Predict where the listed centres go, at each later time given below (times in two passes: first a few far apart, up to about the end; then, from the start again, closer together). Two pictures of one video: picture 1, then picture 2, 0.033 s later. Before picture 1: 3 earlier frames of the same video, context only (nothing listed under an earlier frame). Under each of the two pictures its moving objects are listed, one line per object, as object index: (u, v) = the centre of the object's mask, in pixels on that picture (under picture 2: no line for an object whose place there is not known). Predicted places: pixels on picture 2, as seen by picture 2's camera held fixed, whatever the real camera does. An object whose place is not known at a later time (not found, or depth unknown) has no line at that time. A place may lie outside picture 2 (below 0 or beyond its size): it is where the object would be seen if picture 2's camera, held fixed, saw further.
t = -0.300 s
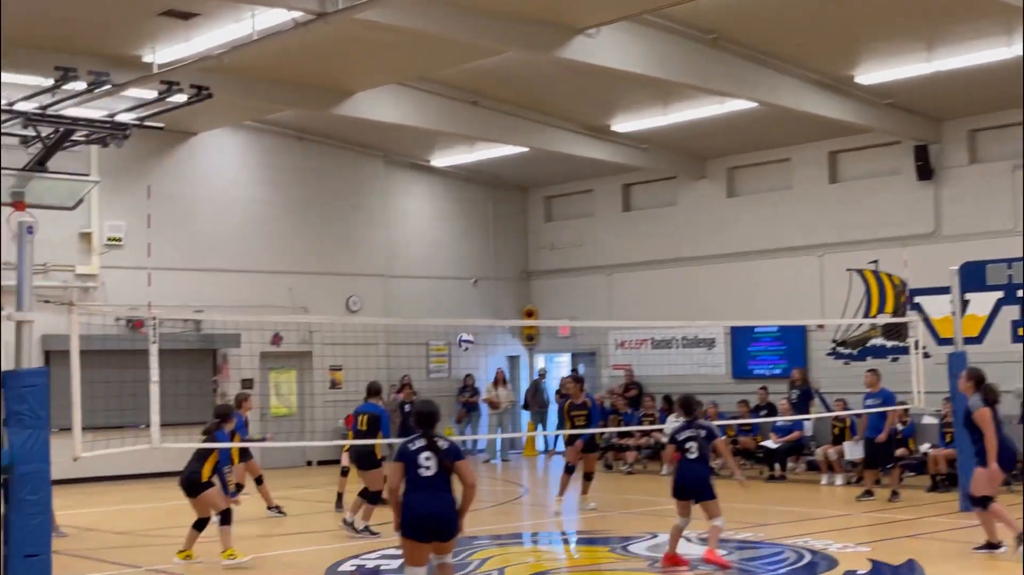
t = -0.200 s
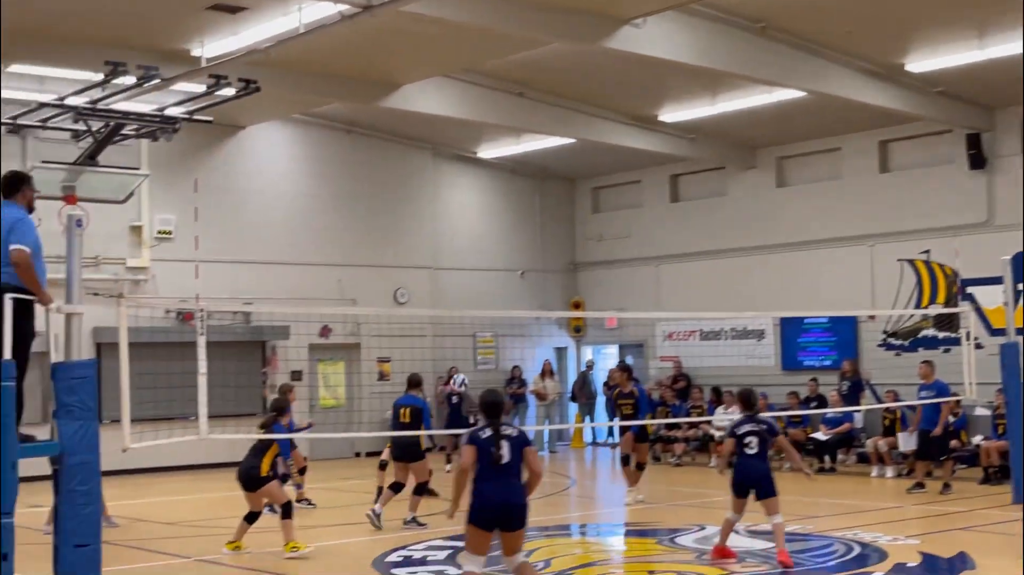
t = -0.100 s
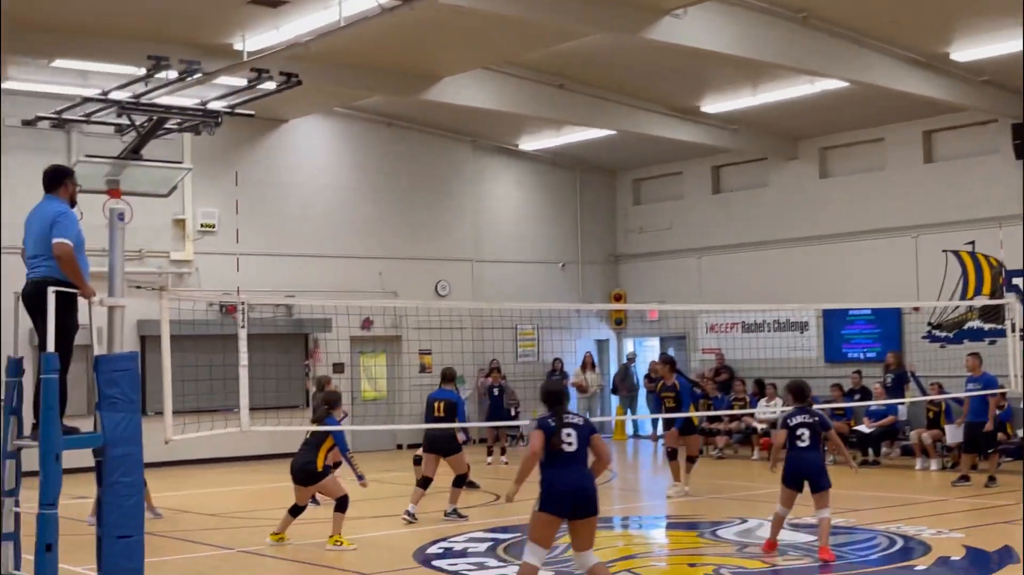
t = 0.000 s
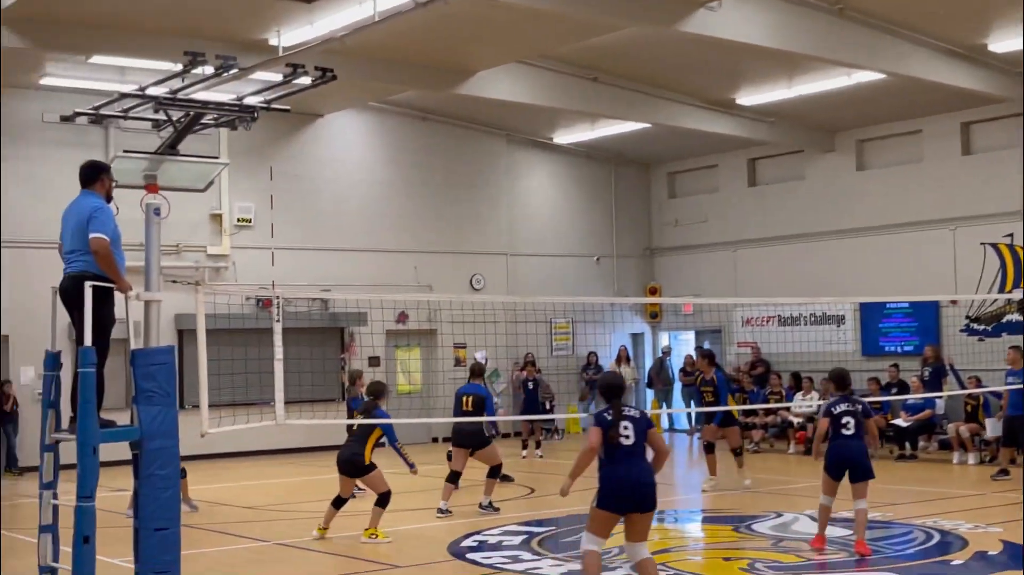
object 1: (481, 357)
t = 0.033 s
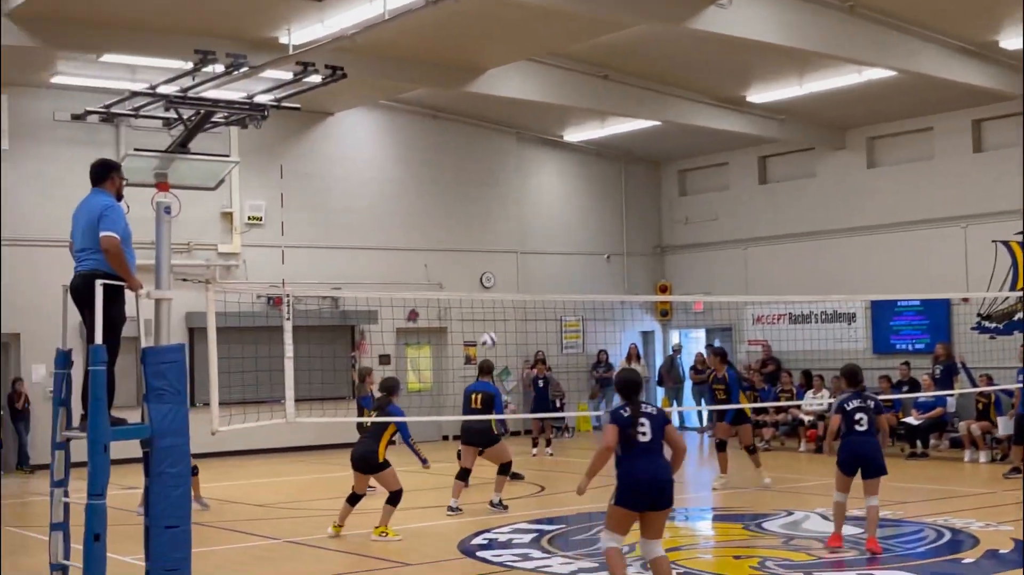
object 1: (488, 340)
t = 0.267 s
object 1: (467, 248)
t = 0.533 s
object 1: (442, 194)
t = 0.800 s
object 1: (417, 198)
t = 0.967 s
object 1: (402, 230)
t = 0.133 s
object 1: (479, 294)
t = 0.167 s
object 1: (477, 282)
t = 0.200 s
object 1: (474, 270)
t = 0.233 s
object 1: (471, 258)
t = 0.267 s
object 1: (467, 248)
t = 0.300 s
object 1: (464, 239)
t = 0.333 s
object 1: (461, 229)
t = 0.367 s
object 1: (458, 221)
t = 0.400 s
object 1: (455, 214)
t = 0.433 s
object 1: (451, 208)
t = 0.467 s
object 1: (448, 203)
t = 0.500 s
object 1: (446, 198)
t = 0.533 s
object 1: (442, 194)
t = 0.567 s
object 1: (439, 191)
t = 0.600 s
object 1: (436, 190)
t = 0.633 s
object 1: (433, 189)
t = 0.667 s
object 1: (430, 188)
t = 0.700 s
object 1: (426, 189)
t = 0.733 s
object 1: (424, 191)
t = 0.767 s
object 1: (420, 194)
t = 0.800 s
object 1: (417, 198)
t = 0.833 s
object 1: (414, 202)
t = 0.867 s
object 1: (411, 207)
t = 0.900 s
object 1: (408, 214)
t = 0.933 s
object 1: (405, 222)
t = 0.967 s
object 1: (402, 230)
